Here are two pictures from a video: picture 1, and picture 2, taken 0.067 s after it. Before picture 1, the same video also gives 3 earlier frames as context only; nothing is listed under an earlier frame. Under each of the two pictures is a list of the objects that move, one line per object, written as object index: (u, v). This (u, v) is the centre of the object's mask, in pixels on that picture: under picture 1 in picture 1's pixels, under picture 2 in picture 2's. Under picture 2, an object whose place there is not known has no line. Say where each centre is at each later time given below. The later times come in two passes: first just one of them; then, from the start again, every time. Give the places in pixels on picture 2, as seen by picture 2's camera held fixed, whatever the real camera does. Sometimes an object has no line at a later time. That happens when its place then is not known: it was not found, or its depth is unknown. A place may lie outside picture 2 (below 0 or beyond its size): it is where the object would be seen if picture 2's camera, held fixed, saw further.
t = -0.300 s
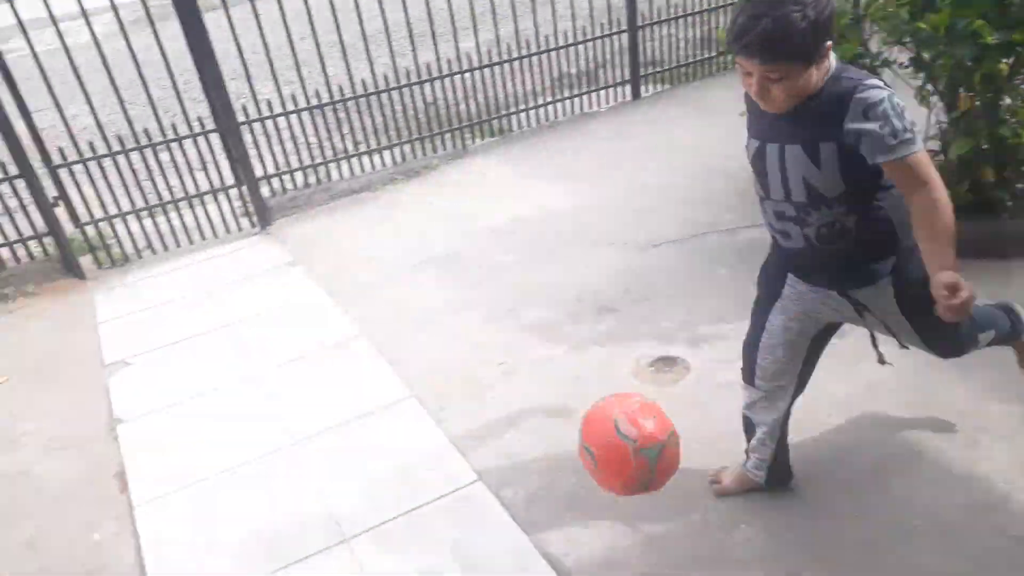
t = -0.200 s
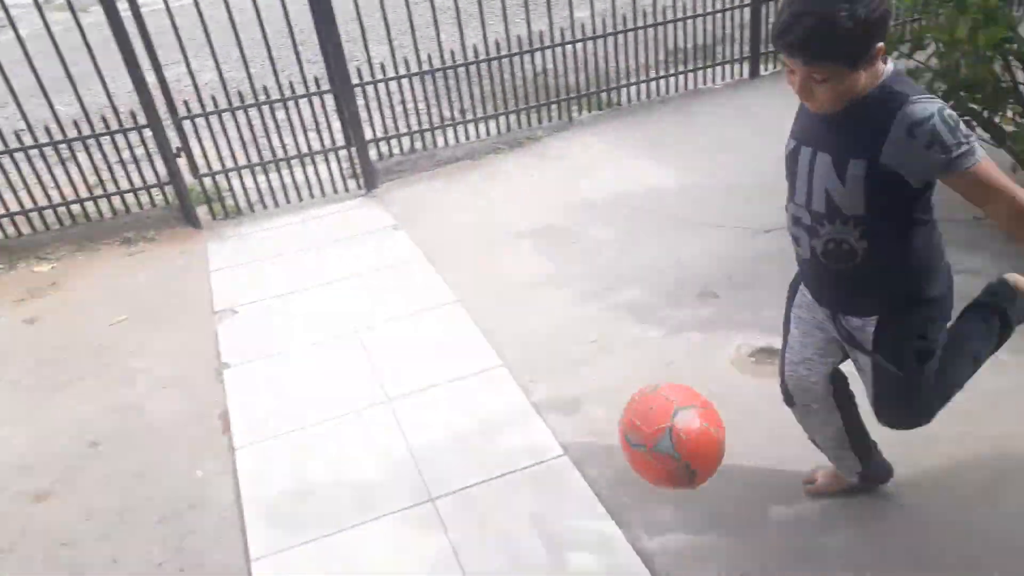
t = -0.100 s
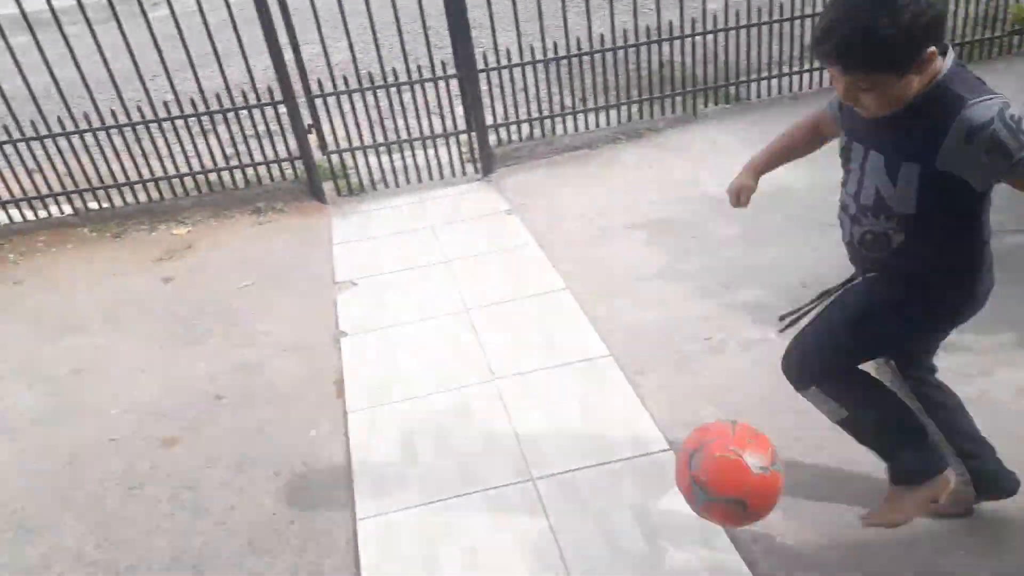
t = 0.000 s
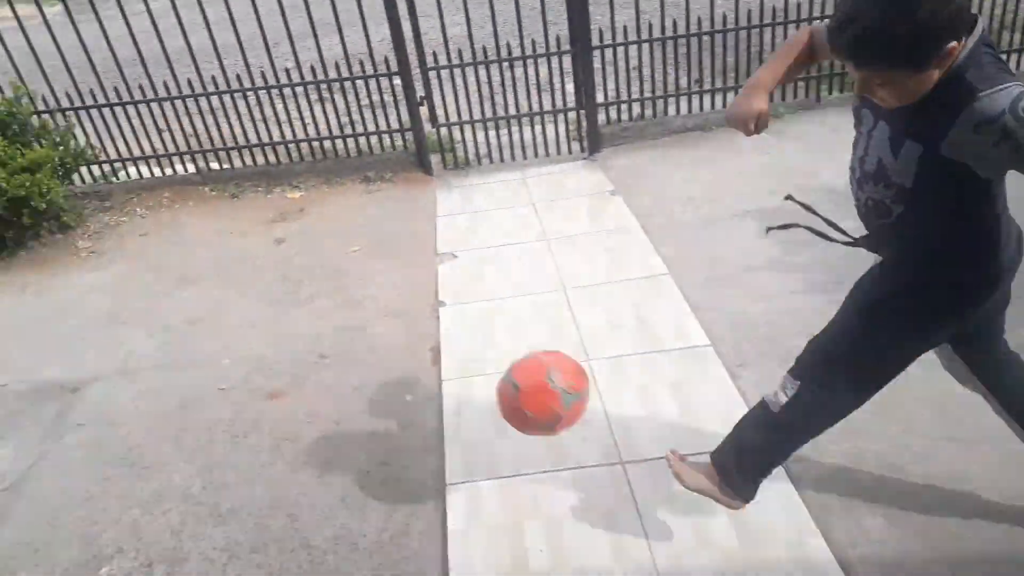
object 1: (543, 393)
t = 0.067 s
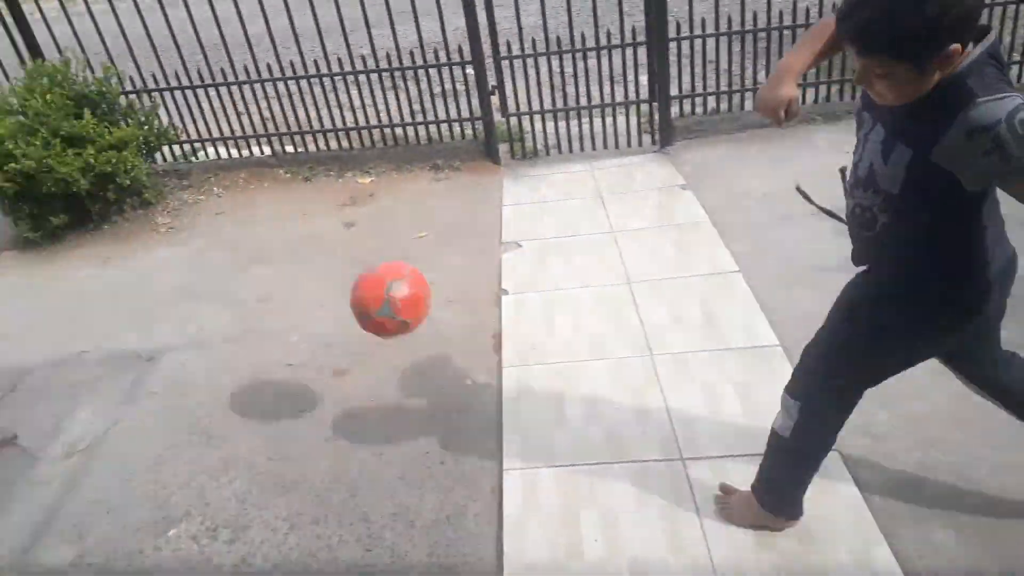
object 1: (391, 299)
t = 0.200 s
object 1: (98, 203)
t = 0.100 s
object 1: (302, 267)
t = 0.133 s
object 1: (224, 242)
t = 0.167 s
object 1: (156, 220)
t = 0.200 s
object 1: (98, 203)
